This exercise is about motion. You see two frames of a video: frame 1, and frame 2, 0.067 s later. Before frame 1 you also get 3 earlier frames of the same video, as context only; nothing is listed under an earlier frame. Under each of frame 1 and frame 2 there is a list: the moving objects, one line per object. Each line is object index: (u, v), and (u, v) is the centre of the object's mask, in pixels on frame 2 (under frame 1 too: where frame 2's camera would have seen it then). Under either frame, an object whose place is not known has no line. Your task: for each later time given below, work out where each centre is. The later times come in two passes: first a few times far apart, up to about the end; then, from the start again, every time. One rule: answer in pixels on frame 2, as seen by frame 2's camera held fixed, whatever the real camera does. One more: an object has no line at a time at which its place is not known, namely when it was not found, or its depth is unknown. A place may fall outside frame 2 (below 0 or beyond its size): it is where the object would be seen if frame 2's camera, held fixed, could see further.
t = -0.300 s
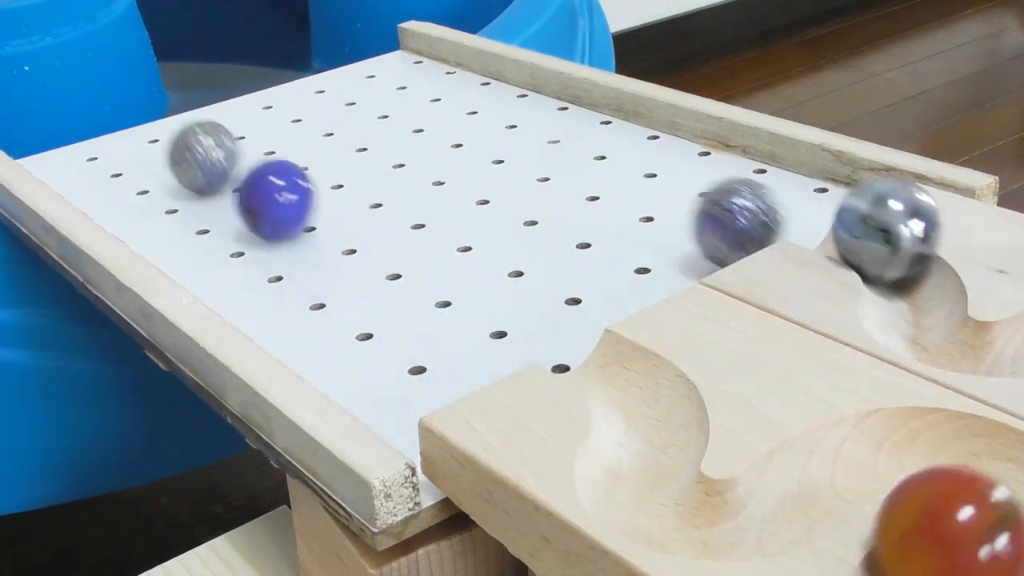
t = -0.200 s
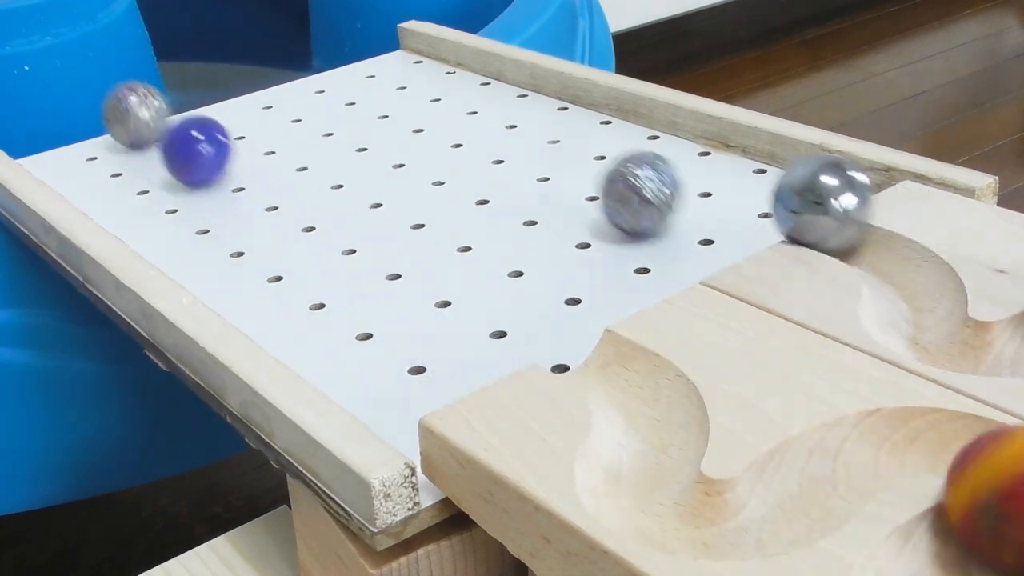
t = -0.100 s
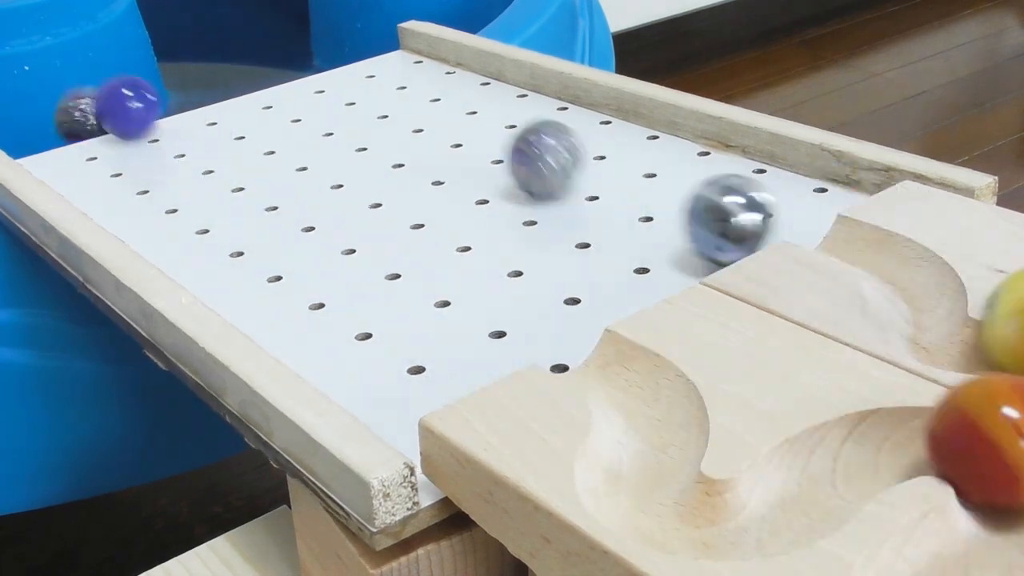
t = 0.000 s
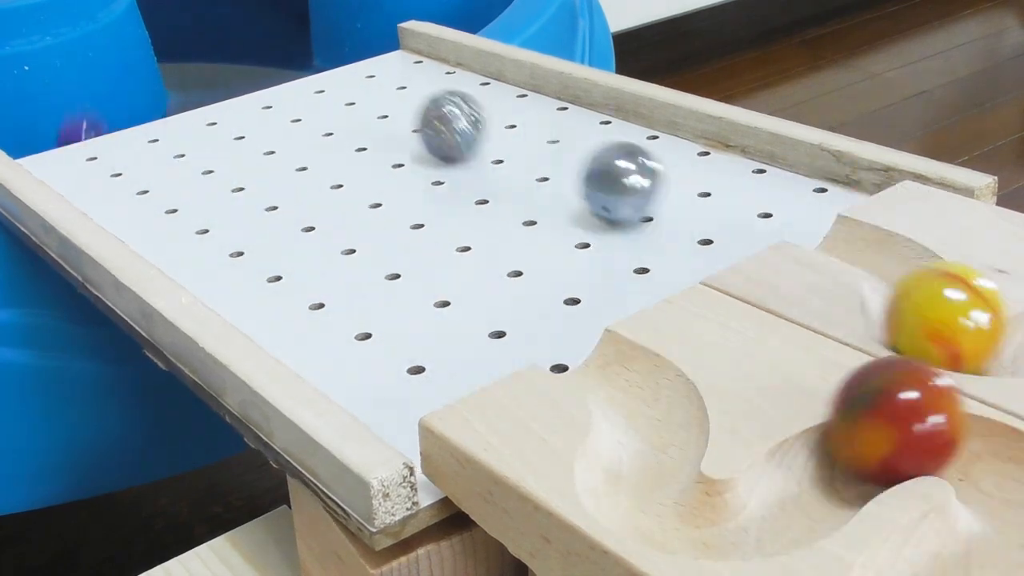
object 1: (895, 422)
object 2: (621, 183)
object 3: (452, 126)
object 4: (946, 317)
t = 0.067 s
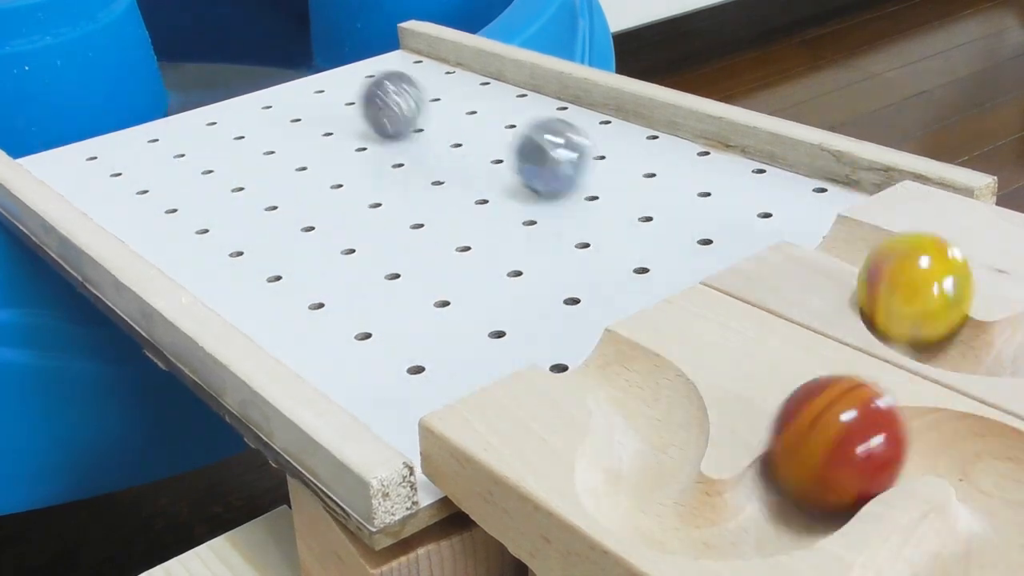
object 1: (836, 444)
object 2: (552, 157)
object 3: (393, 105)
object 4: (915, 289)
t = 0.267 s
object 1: (673, 489)
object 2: (357, 82)
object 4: (803, 200)
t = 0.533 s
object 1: (602, 337)
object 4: (489, 138)
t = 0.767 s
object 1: (369, 267)
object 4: (260, 54)
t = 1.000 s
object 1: (158, 145)
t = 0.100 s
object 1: (813, 459)
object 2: (517, 144)
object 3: (364, 94)
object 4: (917, 270)
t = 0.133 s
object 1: (795, 474)
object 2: (483, 131)
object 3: (336, 83)
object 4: (910, 253)
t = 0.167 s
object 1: (773, 486)
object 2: (451, 119)
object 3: (309, 73)
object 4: (893, 236)
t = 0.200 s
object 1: (741, 496)
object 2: (419, 106)
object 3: (284, 63)
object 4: (868, 222)
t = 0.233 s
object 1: (705, 495)
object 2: (388, 94)
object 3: (262, 57)
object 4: (835, 209)
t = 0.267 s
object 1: (673, 489)
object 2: (357, 82)
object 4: (803, 200)
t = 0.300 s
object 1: (649, 476)
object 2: (328, 71)
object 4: (764, 217)
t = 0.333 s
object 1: (637, 456)
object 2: (299, 59)
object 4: (725, 218)
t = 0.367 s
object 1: (643, 436)
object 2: (275, 49)
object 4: (683, 209)
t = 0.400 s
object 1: (650, 416)
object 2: (251, 54)
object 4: (643, 195)
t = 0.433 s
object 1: (650, 395)
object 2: (231, 79)
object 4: (603, 180)
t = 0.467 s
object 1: (643, 374)
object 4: (565, 165)
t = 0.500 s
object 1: (627, 355)
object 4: (526, 151)
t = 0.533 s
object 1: (602, 337)
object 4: (489, 138)
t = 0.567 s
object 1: (575, 323)
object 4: (454, 125)
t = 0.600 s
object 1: (545, 321)
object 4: (418, 111)
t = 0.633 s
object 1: (514, 337)
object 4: (385, 99)
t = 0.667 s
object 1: (476, 326)
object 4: (350, 85)
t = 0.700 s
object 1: (440, 306)
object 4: (317, 72)
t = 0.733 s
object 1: (404, 287)
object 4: (288, 62)
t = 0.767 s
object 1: (369, 267)
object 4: (260, 54)
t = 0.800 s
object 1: (335, 249)
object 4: (236, 61)
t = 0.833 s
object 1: (303, 230)
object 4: (216, 83)
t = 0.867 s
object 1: (272, 212)
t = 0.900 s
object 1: (242, 195)
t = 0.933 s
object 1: (212, 178)
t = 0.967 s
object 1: (185, 162)
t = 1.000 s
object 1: (158, 145)
